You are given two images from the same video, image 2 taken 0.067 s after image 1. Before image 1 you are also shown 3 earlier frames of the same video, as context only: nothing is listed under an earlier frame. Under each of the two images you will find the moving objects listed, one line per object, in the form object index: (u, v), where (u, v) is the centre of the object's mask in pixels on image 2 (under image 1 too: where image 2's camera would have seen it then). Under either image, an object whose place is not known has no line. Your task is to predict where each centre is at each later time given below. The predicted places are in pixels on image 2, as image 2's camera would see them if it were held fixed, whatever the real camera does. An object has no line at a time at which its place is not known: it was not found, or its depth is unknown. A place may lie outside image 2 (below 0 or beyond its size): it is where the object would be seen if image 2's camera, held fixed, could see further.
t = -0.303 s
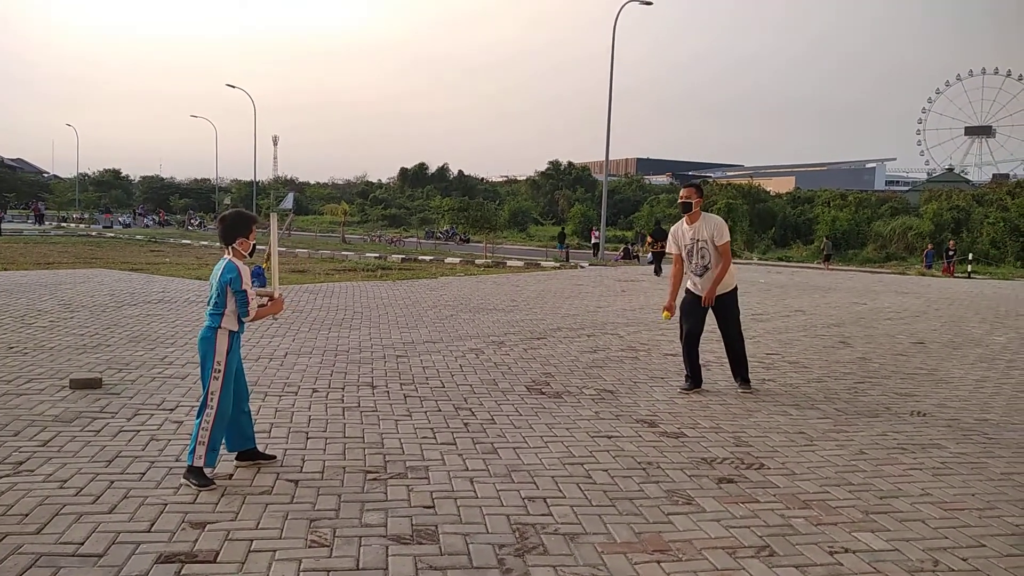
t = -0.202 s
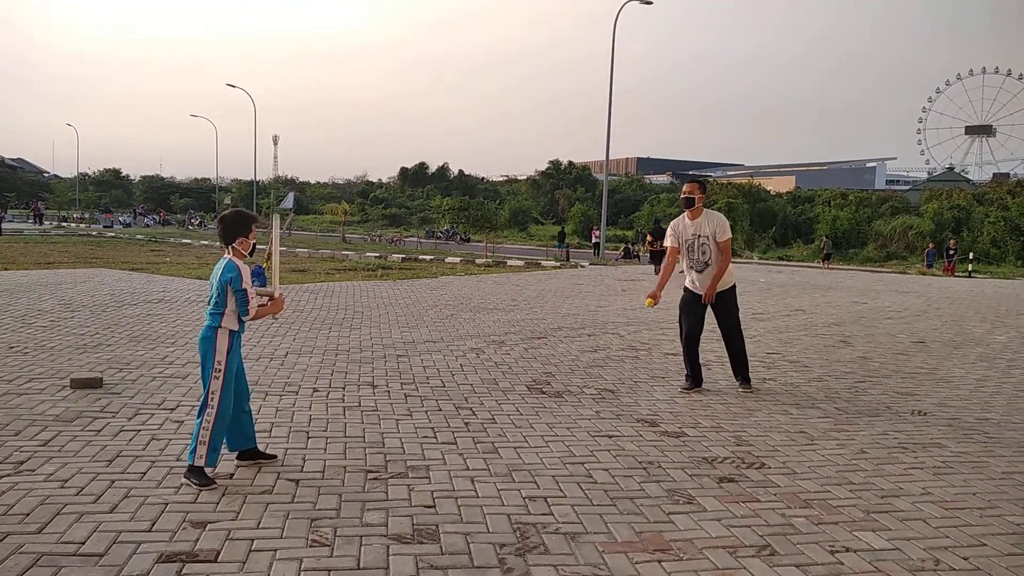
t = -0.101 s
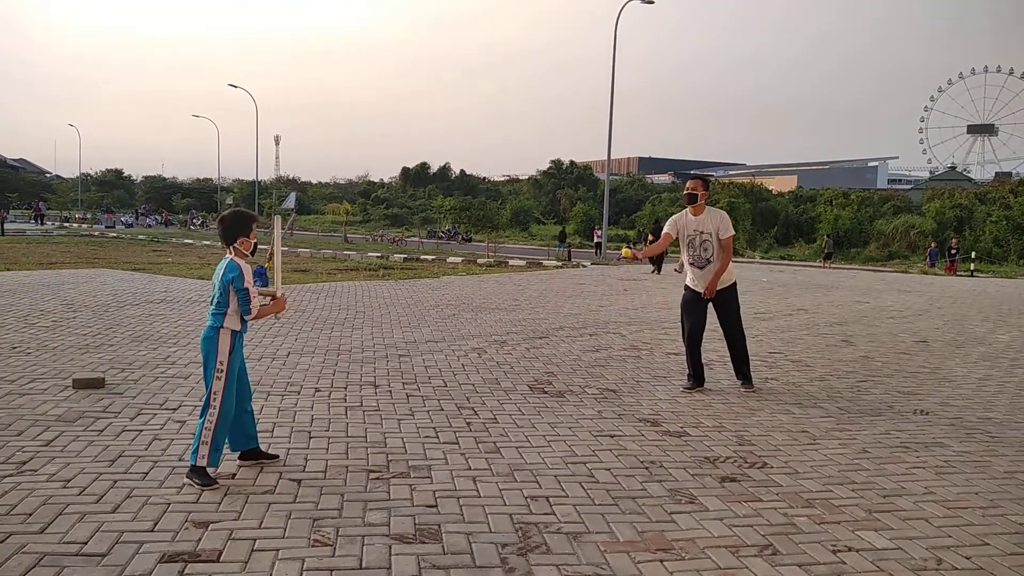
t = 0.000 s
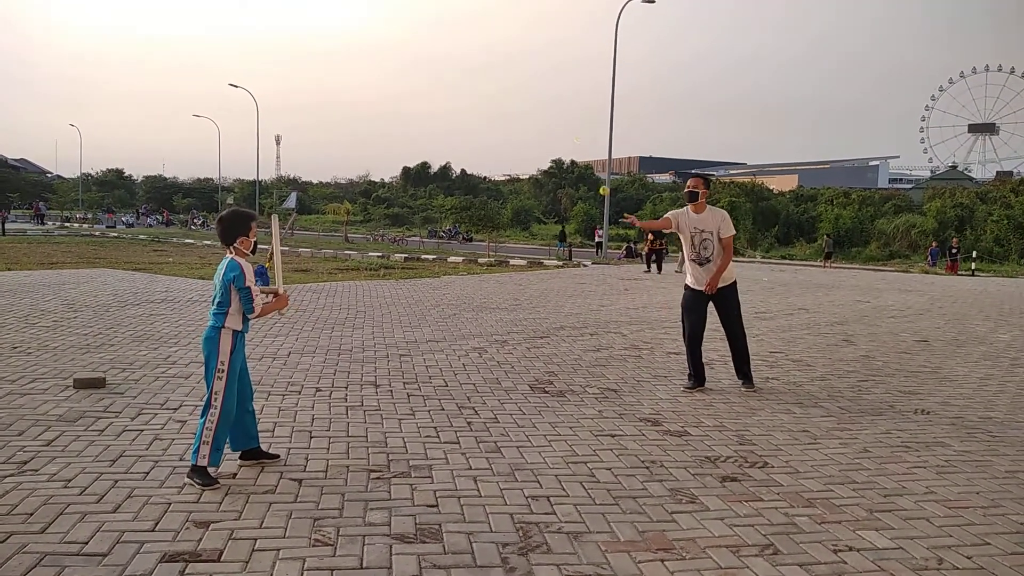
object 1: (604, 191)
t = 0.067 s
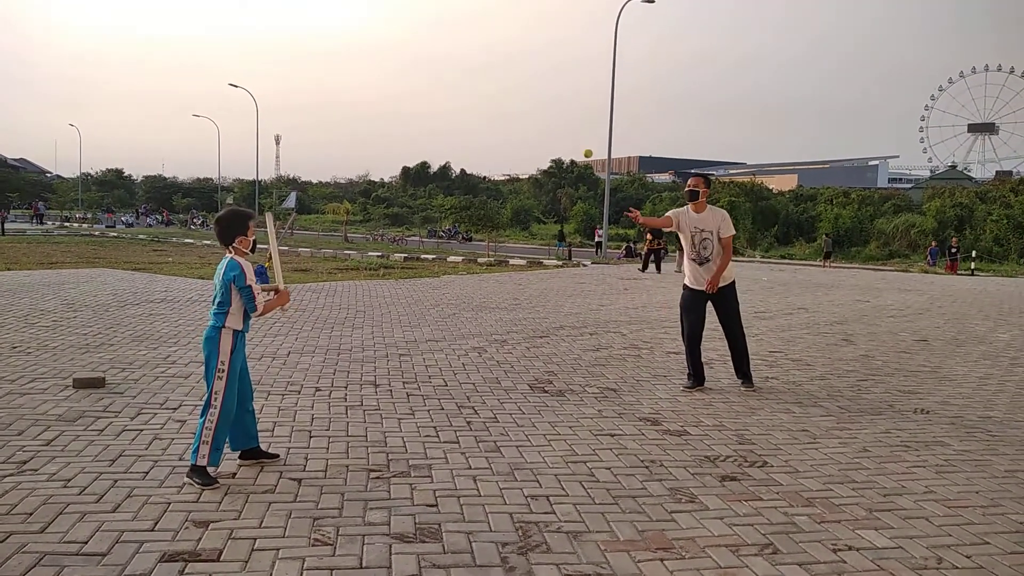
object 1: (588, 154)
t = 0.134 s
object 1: (570, 121)
